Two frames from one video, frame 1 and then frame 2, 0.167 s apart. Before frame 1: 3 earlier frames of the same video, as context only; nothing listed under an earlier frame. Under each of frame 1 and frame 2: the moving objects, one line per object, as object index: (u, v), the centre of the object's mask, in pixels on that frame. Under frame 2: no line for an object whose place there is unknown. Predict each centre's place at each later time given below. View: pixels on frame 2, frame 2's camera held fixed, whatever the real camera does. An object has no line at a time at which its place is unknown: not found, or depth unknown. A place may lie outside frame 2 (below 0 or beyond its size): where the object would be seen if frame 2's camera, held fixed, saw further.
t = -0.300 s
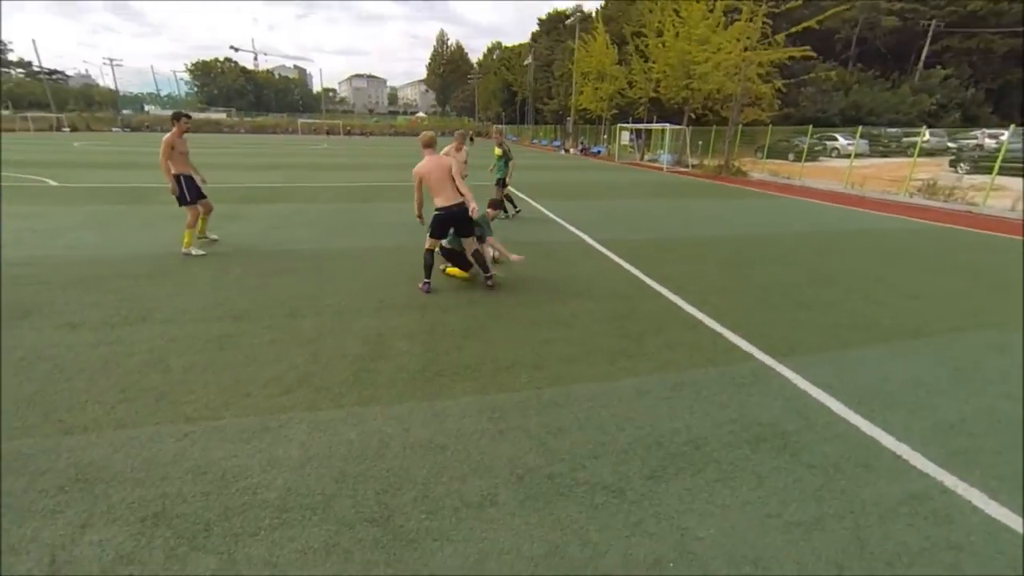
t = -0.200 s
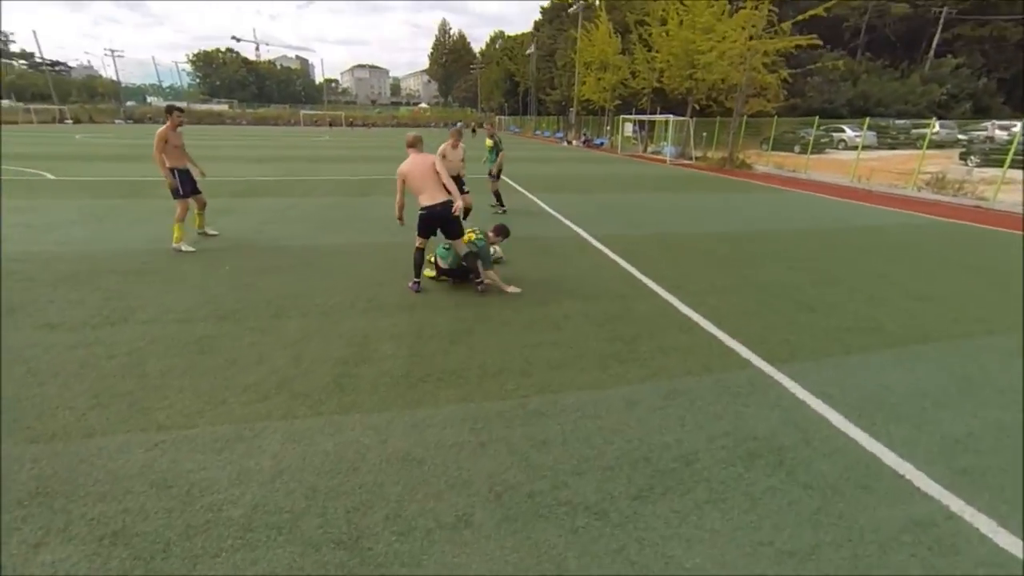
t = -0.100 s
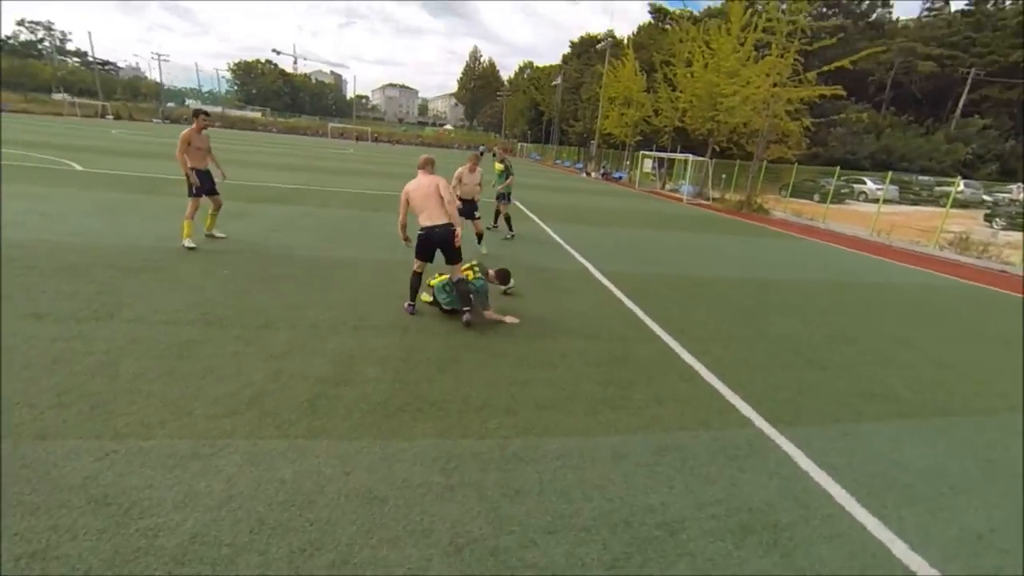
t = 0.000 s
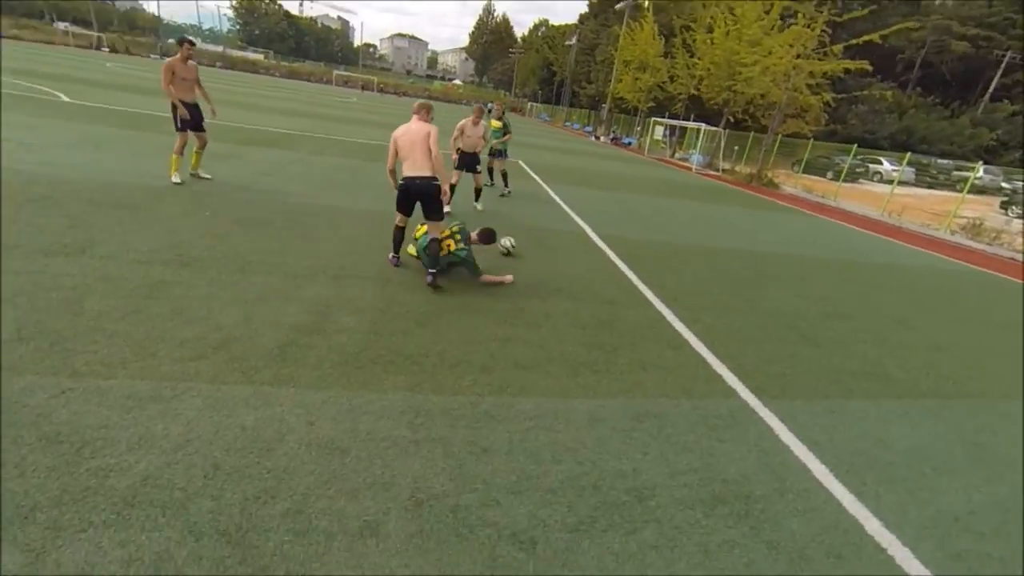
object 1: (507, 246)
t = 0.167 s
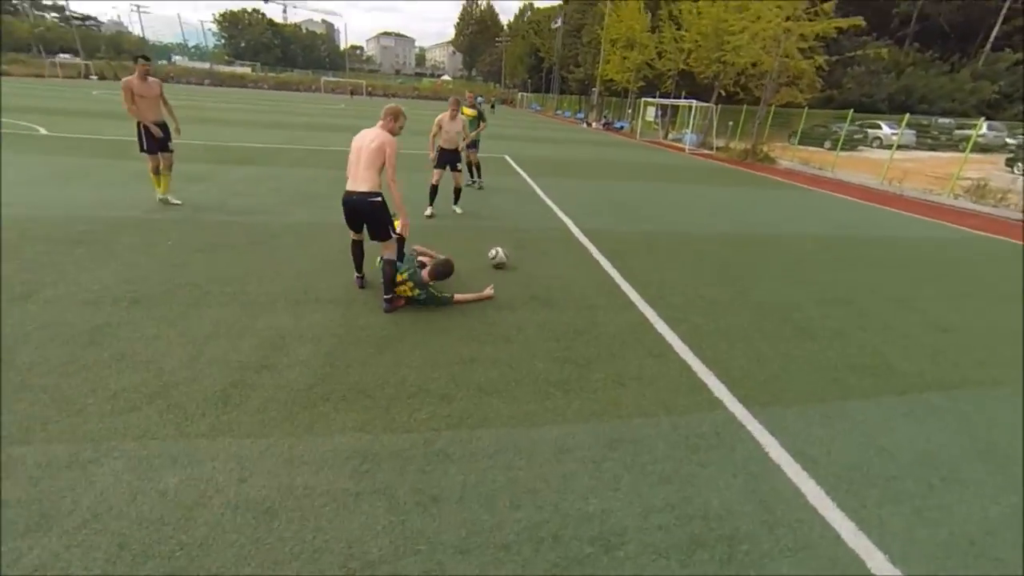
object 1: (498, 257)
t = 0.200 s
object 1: (500, 259)
